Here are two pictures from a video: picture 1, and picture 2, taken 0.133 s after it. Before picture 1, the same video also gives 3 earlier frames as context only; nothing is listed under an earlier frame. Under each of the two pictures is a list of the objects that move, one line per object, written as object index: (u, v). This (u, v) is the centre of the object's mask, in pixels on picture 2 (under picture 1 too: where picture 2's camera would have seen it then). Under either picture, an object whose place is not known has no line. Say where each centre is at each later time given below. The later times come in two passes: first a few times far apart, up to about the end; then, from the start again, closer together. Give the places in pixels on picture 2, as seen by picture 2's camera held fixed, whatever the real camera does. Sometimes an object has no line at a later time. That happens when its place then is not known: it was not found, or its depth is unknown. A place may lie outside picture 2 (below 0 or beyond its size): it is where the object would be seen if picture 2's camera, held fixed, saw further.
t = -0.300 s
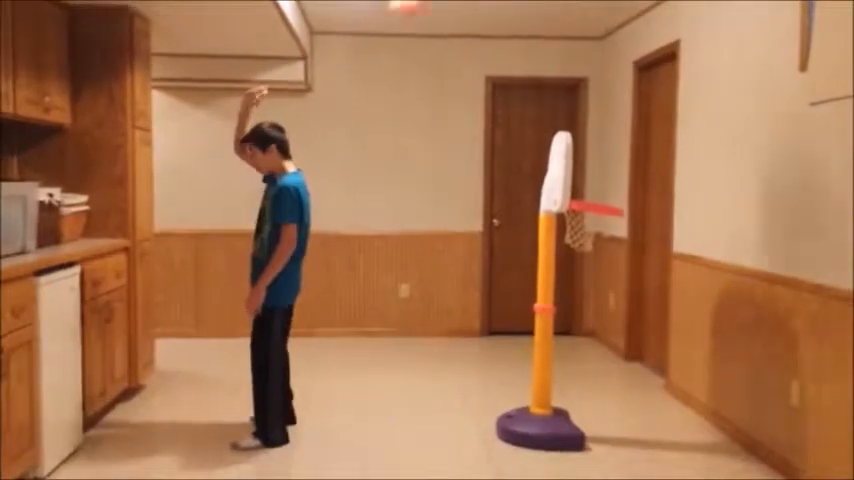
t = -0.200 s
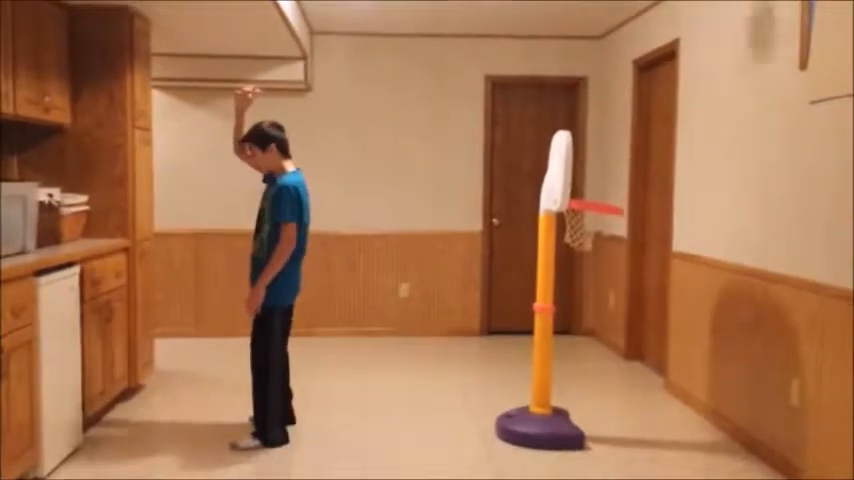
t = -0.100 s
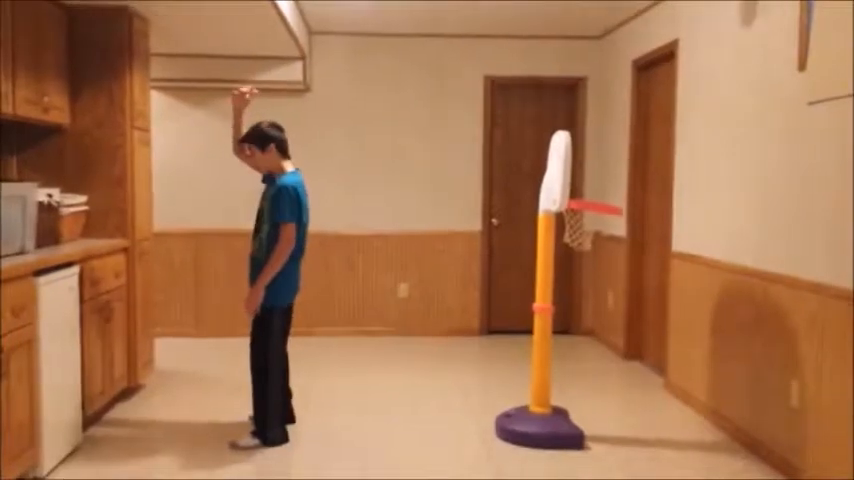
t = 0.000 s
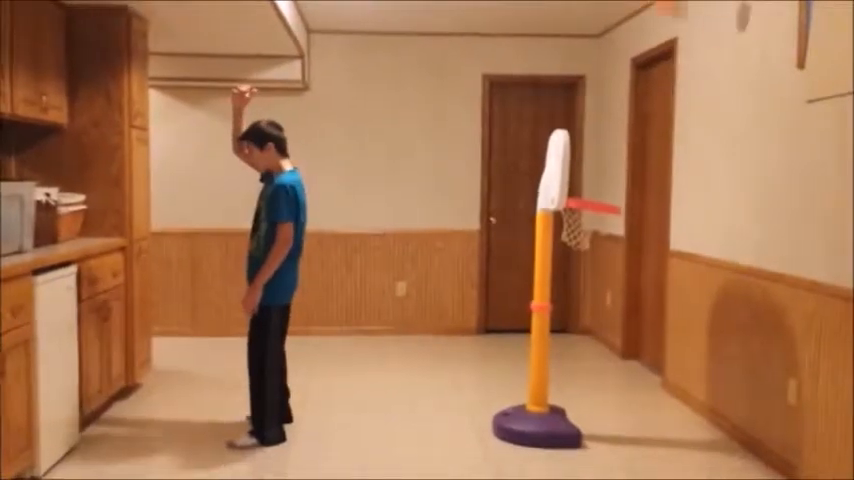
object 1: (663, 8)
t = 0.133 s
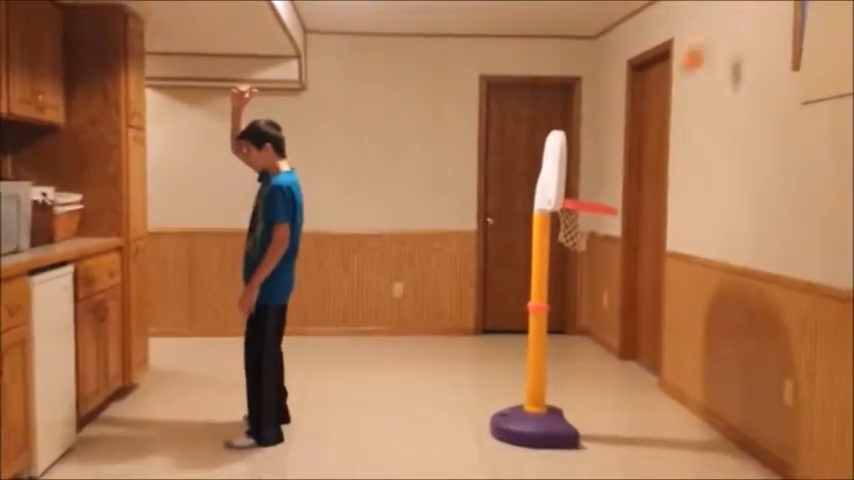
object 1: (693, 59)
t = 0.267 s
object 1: (611, 138)
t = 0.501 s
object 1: (589, 290)
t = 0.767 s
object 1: (648, 373)
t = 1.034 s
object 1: (710, 327)
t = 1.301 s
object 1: (693, 392)
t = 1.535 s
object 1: (667, 397)
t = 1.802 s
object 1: (636, 421)
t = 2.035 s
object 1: (607, 417)
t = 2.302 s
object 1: (571, 433)
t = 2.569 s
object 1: (534, 447)
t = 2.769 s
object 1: (510, 453)
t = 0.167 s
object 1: (669, 79)
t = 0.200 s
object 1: (651, 94)
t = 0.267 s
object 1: (611, 138)
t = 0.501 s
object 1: (589, 290)
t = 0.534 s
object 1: (590, 312)
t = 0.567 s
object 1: (605, 341)
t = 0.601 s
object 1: (609, 370)
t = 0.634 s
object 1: (615, 406)
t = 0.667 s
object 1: (621, 424)
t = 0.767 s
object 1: (648, 373)
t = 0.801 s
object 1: (653, 360)
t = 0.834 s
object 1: (663, 348)
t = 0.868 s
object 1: (672, 340)
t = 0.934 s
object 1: (696, 326)
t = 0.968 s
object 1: (698, 322)
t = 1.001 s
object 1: (707, 323)
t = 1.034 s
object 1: (710, 327)
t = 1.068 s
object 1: (726, 329)
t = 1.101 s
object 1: (730, 330)
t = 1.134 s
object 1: (723, 333)
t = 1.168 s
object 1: (718, 338)
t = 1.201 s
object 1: (716, 344)
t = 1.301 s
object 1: (693, 392)
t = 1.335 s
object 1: (691, 401)
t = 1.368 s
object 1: (687, 418)
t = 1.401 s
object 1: (683, 436)
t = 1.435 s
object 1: (681, 422)
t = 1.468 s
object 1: (676, 414)
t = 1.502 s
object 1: (670, 405)
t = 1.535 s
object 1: (667, 397)
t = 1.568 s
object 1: (663, 394)
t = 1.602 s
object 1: (661, 392)
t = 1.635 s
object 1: (657, 391)
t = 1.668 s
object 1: (654, 392)
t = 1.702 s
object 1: (650, 395)
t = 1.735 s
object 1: (645, 402)
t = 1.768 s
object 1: (640, 410)
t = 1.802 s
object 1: (636, 421)
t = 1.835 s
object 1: (631, 433)
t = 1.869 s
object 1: (628, 441)
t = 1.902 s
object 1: (623, 432)
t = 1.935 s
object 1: (619, 423)
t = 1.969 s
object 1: (615, 420)
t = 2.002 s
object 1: (610, 417)
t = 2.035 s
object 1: (607, 417)
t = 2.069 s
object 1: (602, 420)
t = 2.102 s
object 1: (597, 424)
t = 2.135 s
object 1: (593, 430)
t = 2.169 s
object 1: (588, 442)
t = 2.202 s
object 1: (584, 442)
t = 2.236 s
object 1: (580, 436)
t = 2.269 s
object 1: (576, 435)
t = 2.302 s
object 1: (571, 433)
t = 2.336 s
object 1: (568, 435)
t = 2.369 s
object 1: (562, 436)
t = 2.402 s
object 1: (558, 444)
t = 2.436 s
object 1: (553, 446)
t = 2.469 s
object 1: (548, 442)
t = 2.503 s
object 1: (543, 441)
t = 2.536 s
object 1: (539, 443)
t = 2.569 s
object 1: (534, 447)
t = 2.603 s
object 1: (531, 450)
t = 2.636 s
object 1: (527, 450)
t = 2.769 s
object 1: (510, 453)
